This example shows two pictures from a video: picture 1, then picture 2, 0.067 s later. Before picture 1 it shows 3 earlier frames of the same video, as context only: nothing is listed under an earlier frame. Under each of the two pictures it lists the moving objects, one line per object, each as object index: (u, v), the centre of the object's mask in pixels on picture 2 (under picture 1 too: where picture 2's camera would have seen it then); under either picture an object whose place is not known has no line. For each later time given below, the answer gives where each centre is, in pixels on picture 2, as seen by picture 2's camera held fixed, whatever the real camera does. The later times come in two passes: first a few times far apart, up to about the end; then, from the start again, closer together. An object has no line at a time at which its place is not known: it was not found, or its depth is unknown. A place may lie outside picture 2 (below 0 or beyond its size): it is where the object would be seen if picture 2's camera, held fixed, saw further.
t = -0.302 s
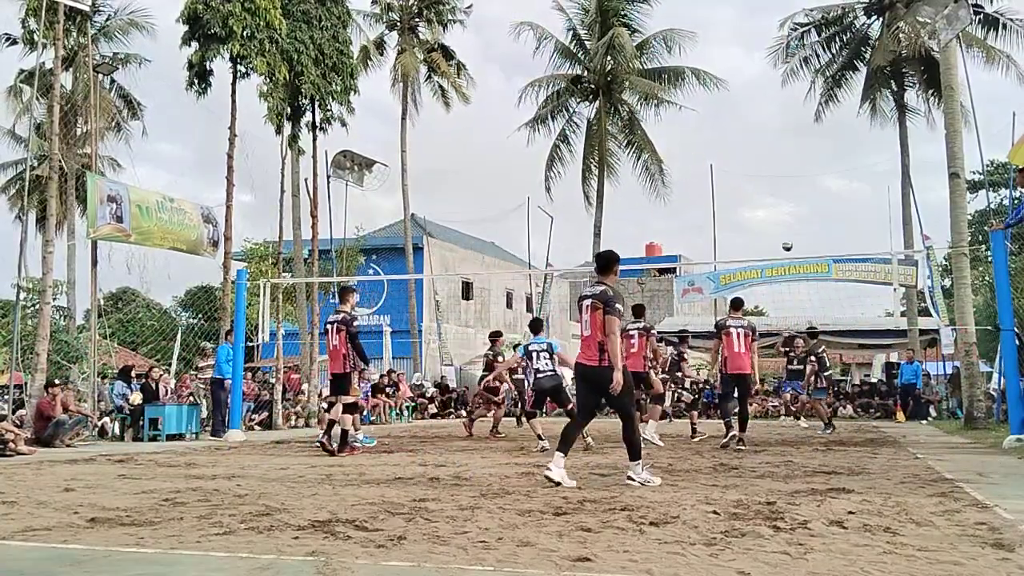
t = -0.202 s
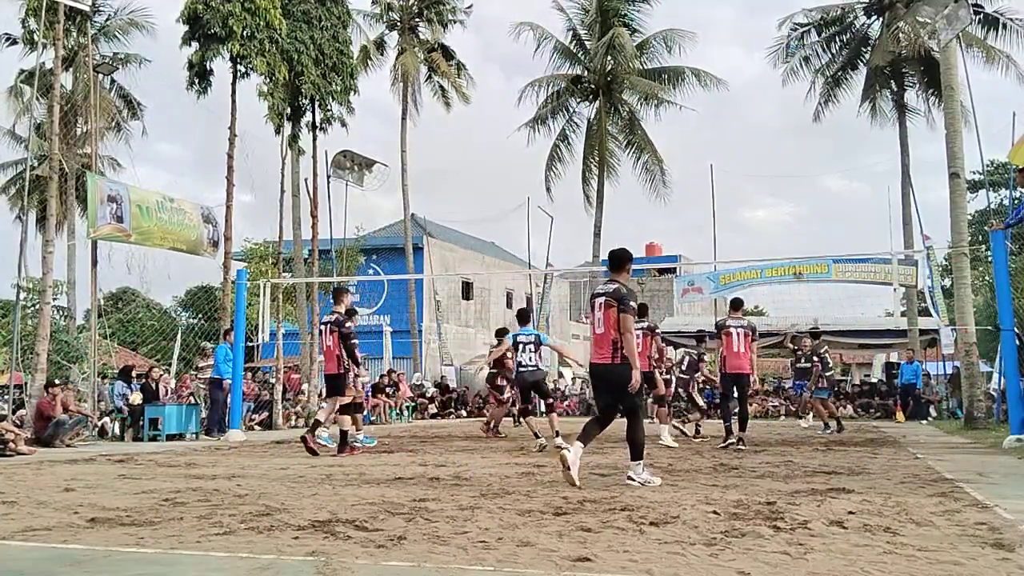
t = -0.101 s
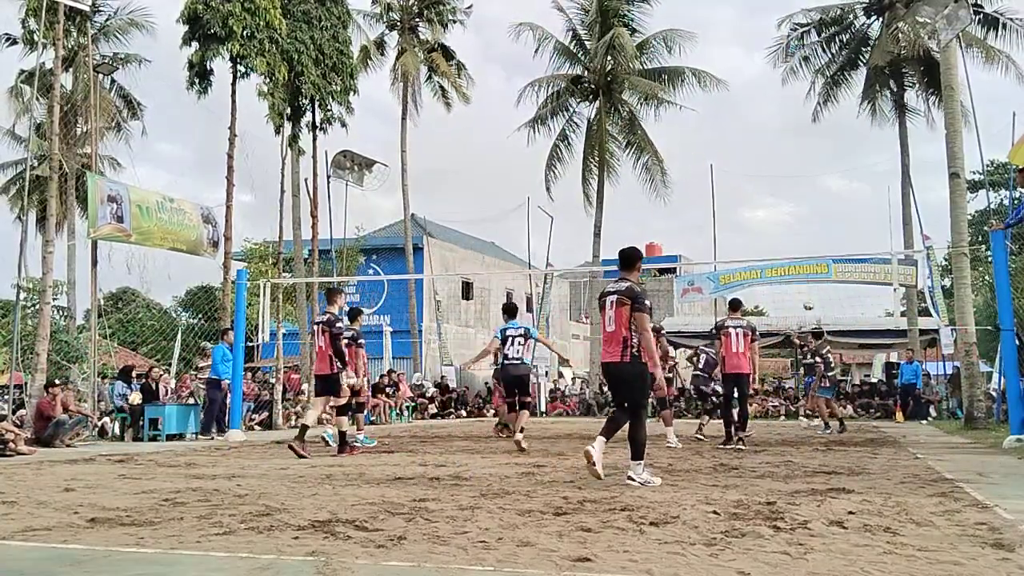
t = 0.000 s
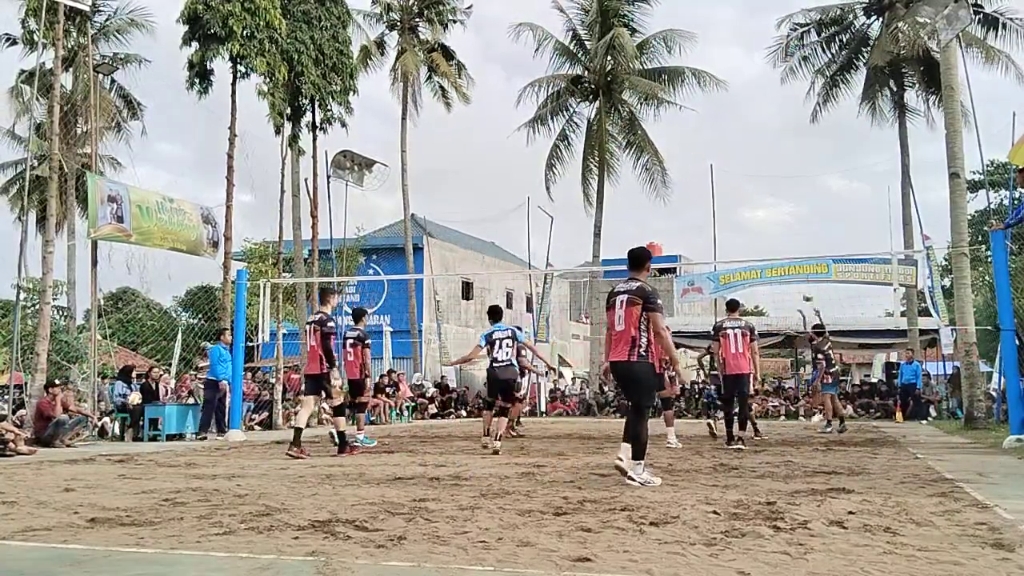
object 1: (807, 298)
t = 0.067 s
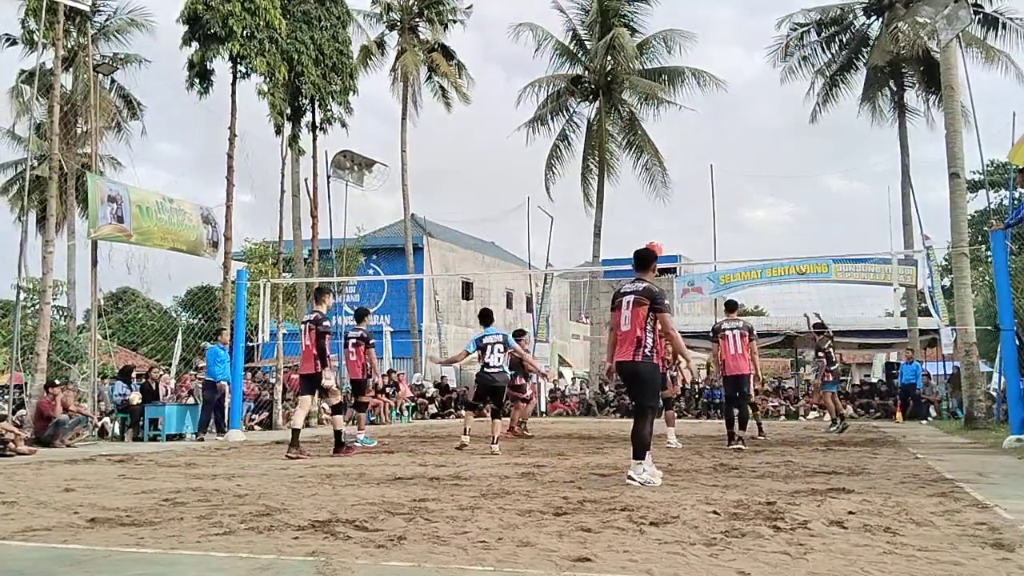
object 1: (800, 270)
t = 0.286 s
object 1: (781, 198)
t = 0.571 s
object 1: (756, 135)
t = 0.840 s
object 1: (734, 111)
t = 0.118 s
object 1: (797, 251)
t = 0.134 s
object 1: (795, 246)
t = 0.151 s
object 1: (793, 240)
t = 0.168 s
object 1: (792, 235)
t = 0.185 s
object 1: (790, 229)
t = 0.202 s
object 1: (788, 224)
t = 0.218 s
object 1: (787, 218)
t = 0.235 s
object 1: (785, 213)
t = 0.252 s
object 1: (783, 208)
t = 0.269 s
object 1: (781, 203)
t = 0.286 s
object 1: (781, 198)
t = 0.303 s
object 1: (779, 193)
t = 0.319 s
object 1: (778, 188)
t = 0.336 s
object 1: (776, 184)
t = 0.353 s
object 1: (775, 180)
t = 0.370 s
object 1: (773, 176)
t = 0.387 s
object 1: (772, 171)
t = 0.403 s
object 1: (770, 167)
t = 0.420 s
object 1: (769, 163)
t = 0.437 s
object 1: (768, 160)
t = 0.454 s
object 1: (766, 156)
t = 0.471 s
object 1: (765, 153)
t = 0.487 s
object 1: (763, 150)
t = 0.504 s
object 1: (762, 147)
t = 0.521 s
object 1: (760, 144)
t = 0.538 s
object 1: (759, 140)
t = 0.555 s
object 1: (758, 137)
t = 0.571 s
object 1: (756, 135)
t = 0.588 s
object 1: (755, 132)
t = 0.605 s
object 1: (753, 130)
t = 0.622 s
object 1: (752, 128)
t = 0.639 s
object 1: (750, 125)
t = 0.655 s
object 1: (749, 123)
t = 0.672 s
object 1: (748, 122)
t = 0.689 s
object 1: (746, 120)
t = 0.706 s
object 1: (745, 118)
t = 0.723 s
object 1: (743, 117)
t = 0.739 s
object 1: (742, 116)
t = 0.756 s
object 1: (740, 115)
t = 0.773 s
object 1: (739, 114)
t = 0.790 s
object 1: (737, 114)
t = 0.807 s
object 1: (737, 112)
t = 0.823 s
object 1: (735, 111)
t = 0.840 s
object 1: (734, 111)
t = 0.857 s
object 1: (732, 111)
